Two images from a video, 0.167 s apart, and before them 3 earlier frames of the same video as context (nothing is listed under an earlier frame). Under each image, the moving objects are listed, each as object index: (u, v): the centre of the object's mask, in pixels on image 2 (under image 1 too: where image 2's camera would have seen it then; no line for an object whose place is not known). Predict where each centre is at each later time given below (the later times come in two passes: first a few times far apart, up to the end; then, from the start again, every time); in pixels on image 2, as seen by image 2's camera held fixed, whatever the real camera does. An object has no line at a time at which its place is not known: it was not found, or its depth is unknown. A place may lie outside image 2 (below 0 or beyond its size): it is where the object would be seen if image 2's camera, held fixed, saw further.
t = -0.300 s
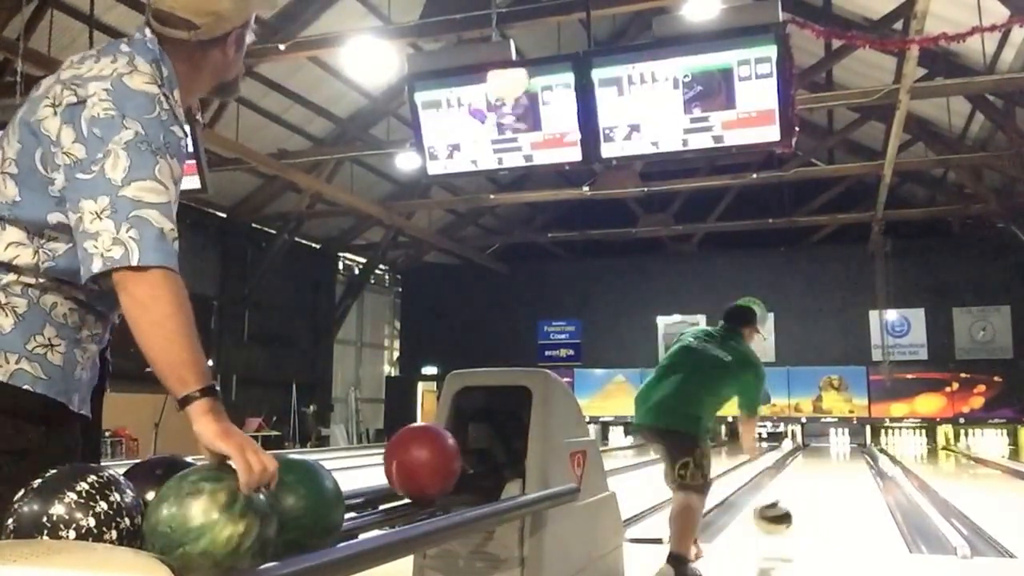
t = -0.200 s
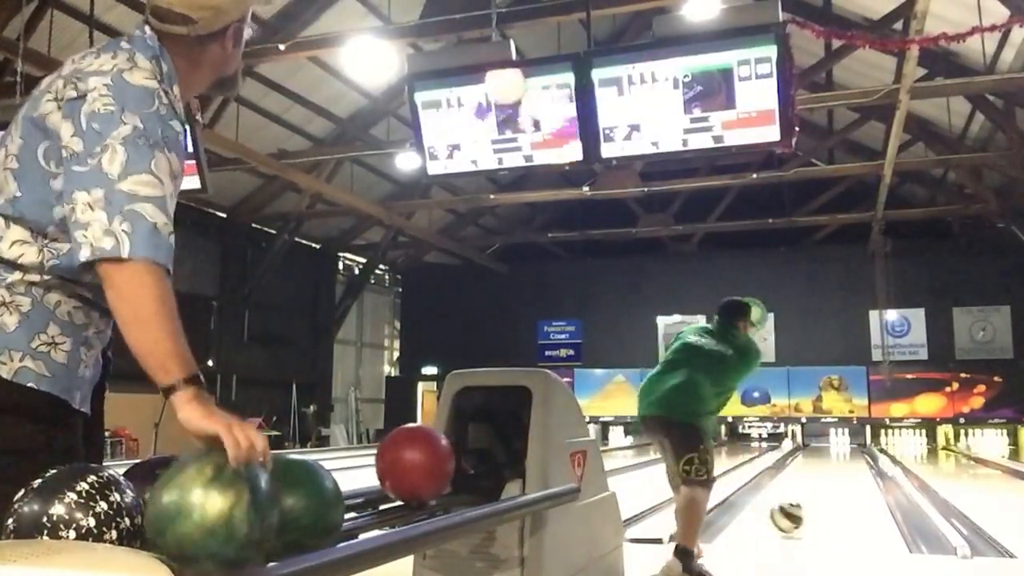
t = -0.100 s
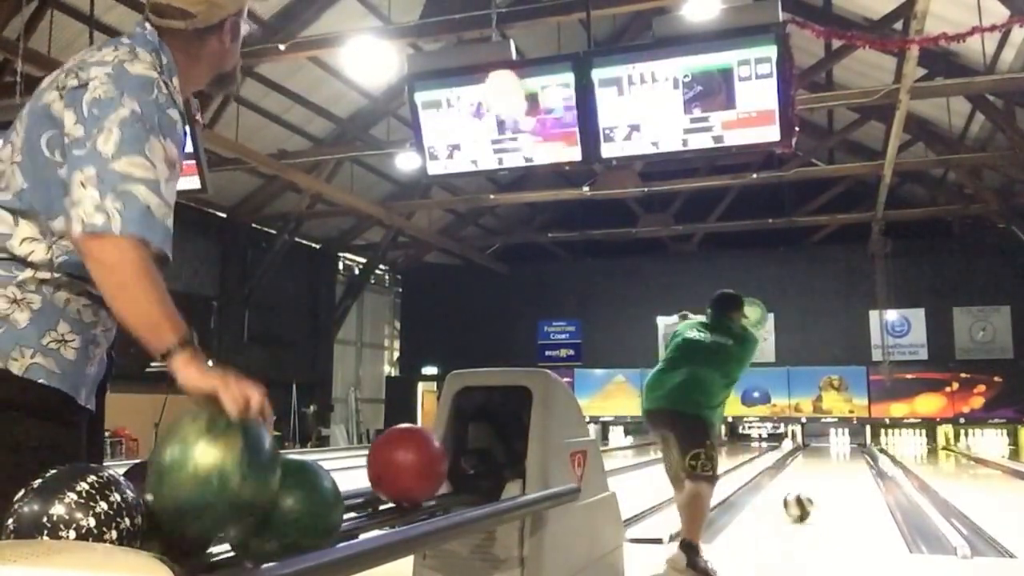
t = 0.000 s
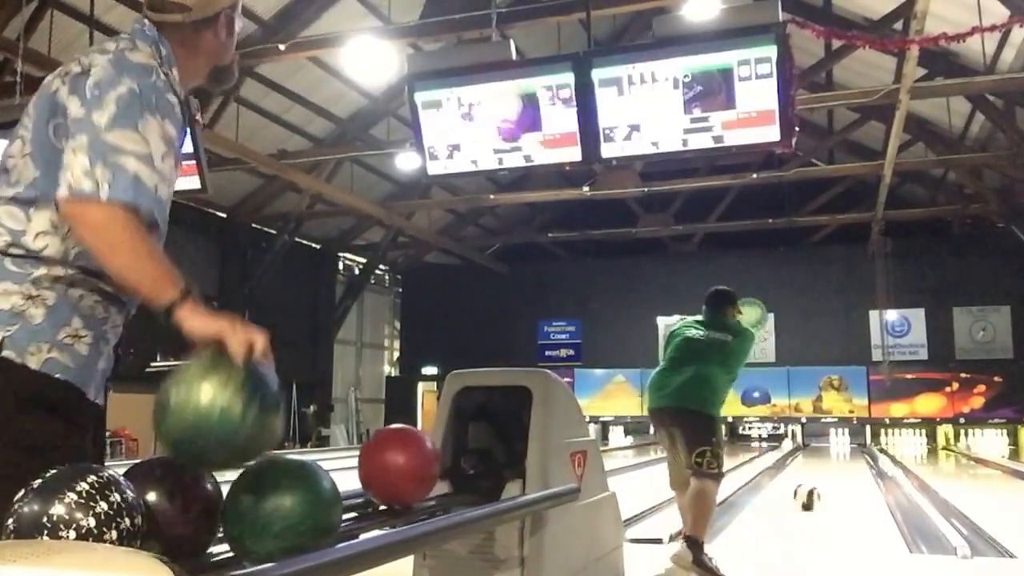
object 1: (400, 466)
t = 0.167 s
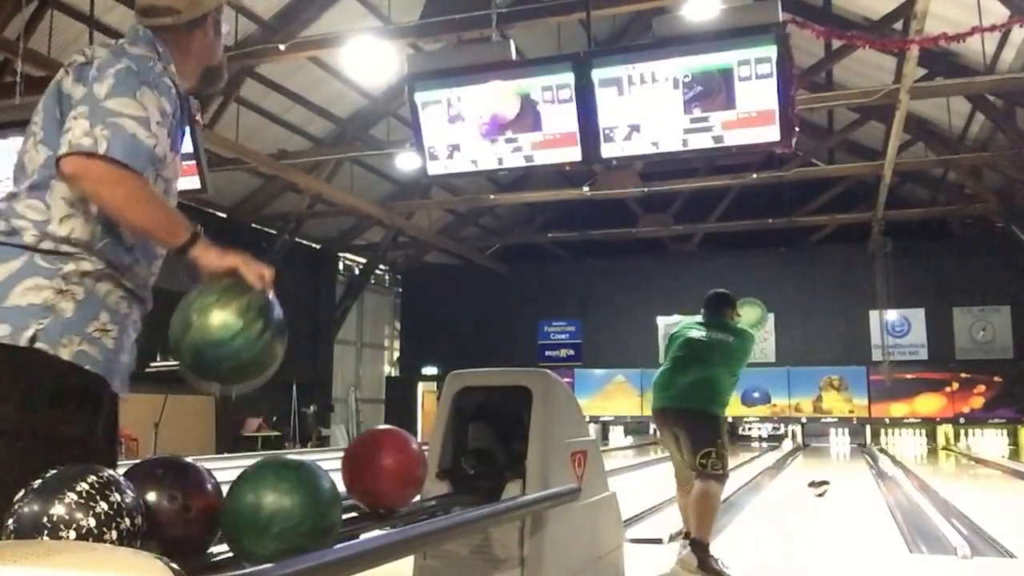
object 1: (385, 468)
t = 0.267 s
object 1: (375, 470)
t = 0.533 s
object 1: (354, 469)
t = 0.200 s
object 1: (382, 469)
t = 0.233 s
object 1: (382, 469)
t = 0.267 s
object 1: (375, 470)
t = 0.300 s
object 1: (372, 470)
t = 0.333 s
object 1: (369, 470)
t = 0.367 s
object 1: (367, 470)
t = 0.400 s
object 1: (364, 470)
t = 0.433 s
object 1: (362, 470)
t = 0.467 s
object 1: (359, 469)
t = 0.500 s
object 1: (357, 469)
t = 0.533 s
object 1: (354, 469)
